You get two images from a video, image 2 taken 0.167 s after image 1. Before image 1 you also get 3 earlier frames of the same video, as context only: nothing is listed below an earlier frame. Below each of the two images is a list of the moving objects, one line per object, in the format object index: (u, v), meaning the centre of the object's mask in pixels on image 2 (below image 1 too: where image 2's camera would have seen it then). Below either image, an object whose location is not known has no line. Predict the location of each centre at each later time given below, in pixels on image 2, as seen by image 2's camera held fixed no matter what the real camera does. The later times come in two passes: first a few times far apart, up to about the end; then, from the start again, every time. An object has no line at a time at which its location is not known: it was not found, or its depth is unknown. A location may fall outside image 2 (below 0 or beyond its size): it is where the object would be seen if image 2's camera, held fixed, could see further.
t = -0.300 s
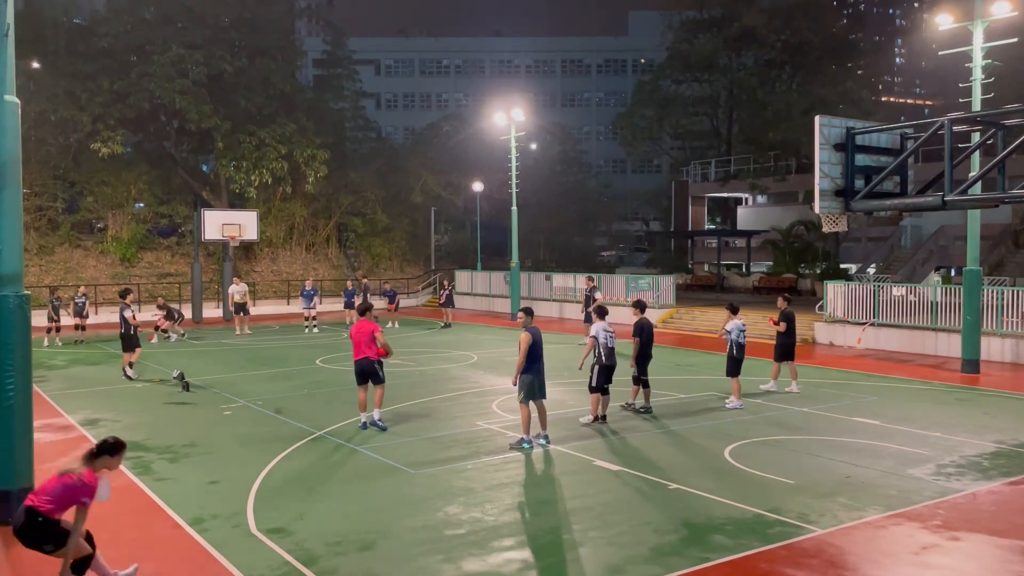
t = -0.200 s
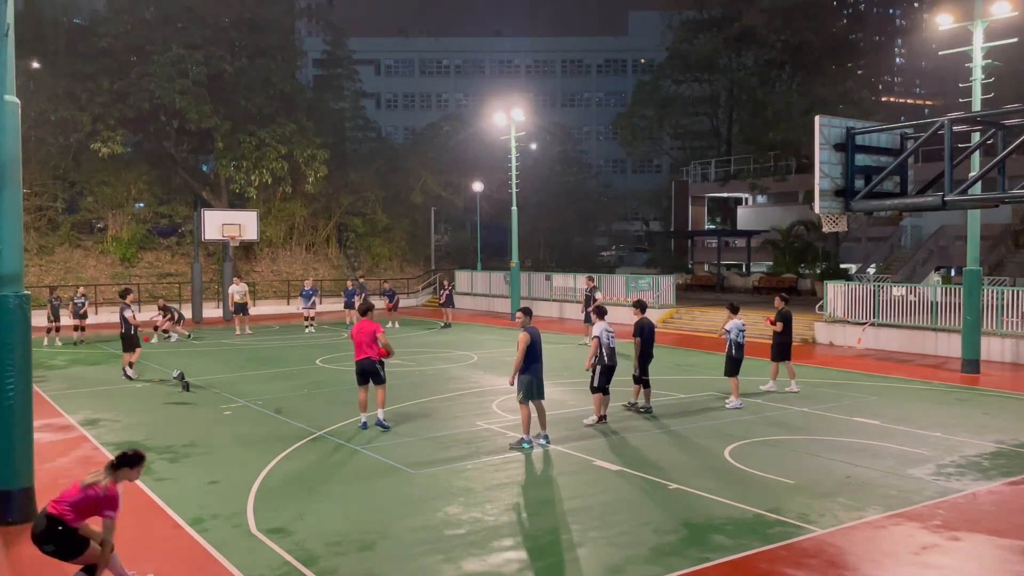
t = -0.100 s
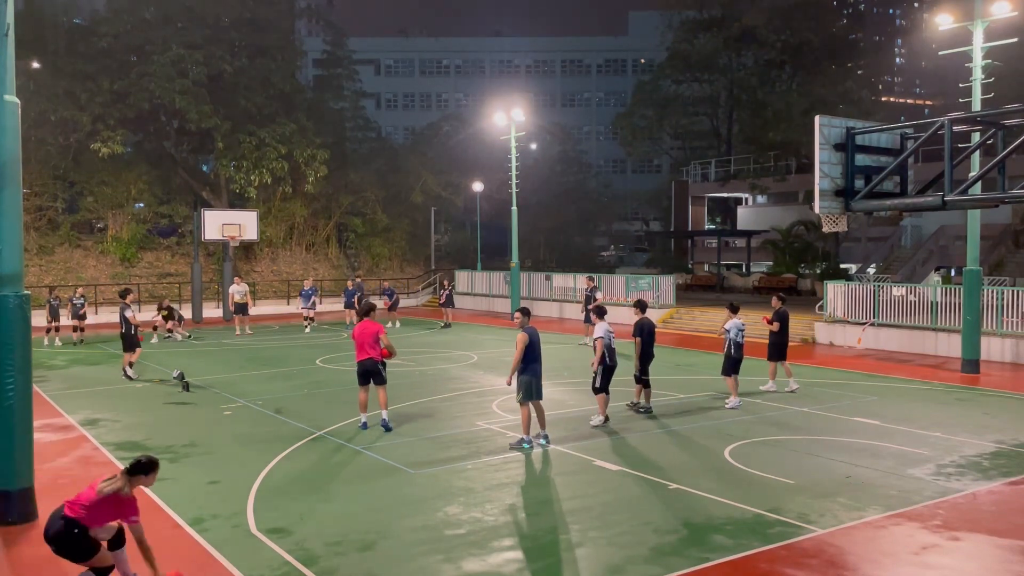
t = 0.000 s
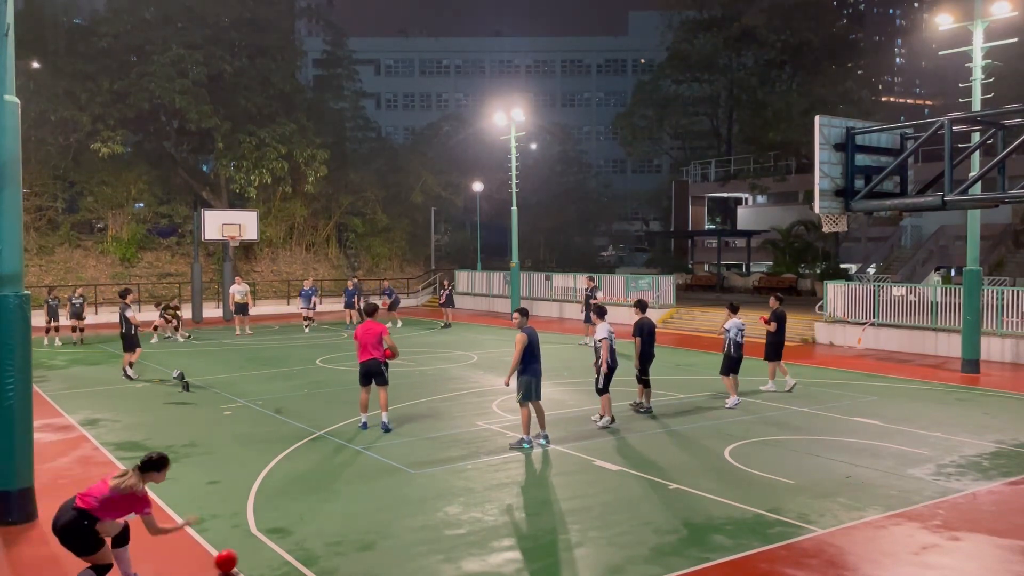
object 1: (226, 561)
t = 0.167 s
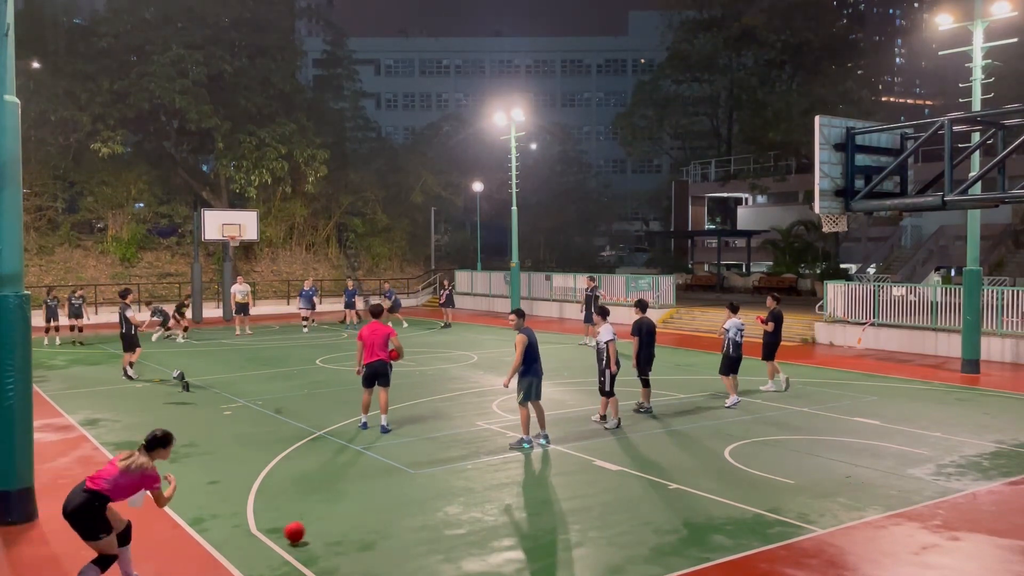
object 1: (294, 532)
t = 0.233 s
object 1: (317, 522)
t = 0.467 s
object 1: (385, 494)
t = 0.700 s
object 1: (436, 473)
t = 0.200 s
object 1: (306, 526)
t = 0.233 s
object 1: (317, 522)
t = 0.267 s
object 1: (328, 520)
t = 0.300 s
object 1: (339, 513)
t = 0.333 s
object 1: (349, 509)
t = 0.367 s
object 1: (358, 505)
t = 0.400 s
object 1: (367, 502)
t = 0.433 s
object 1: (376, 498)
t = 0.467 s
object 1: (385, 494)
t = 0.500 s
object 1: (393, 491)
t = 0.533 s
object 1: (401, 489)
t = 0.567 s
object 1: (409, 485)
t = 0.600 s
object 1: (416, 481)
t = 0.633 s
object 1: (423, 479)
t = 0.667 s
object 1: (430, 476)
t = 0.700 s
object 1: (436, 473)
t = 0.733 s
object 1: (443, 471)
